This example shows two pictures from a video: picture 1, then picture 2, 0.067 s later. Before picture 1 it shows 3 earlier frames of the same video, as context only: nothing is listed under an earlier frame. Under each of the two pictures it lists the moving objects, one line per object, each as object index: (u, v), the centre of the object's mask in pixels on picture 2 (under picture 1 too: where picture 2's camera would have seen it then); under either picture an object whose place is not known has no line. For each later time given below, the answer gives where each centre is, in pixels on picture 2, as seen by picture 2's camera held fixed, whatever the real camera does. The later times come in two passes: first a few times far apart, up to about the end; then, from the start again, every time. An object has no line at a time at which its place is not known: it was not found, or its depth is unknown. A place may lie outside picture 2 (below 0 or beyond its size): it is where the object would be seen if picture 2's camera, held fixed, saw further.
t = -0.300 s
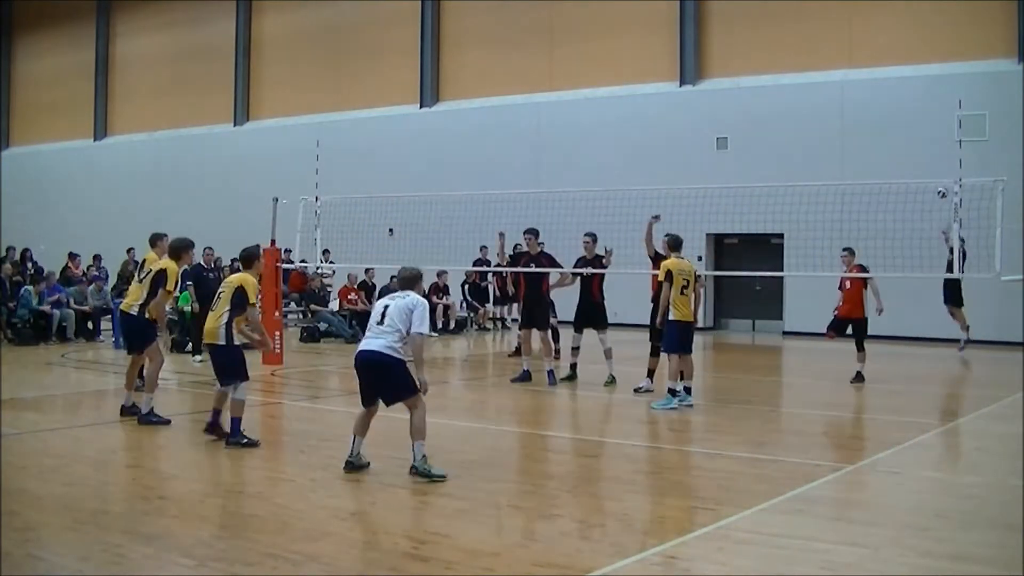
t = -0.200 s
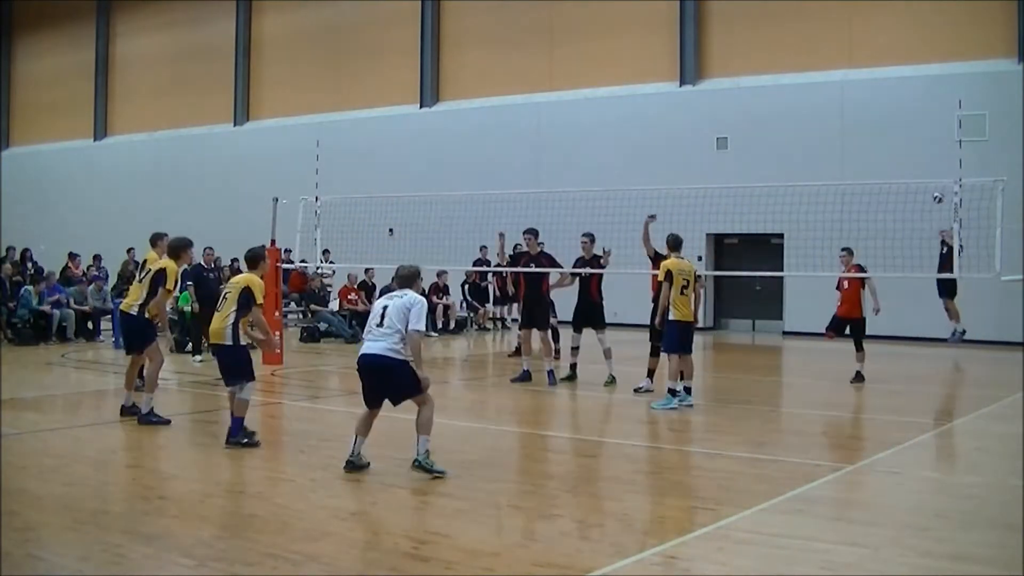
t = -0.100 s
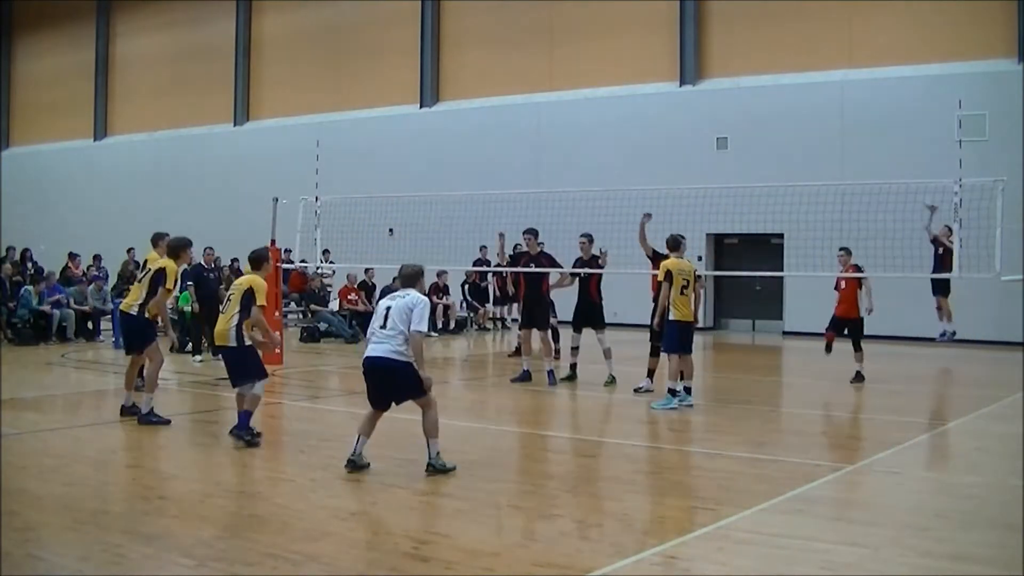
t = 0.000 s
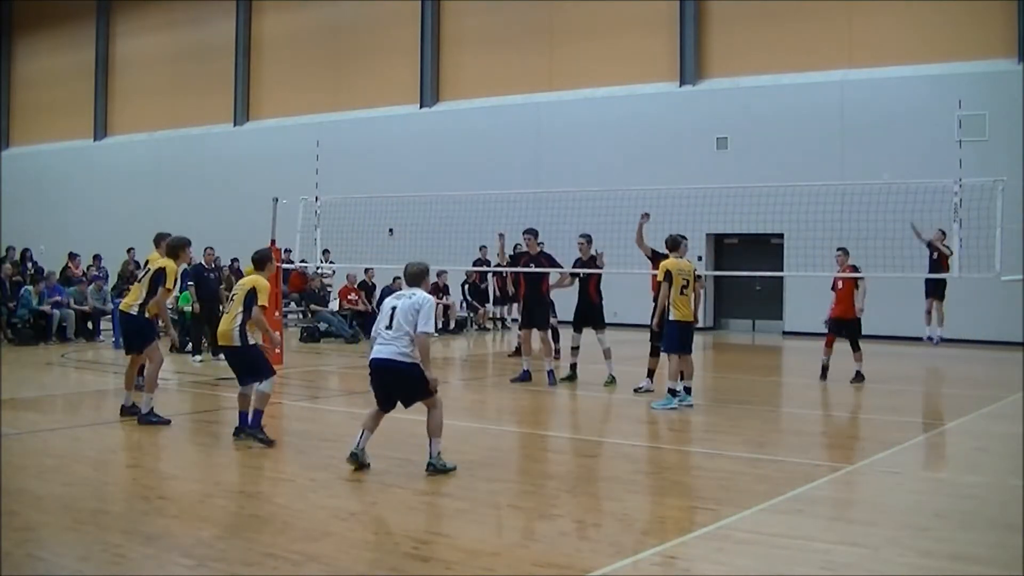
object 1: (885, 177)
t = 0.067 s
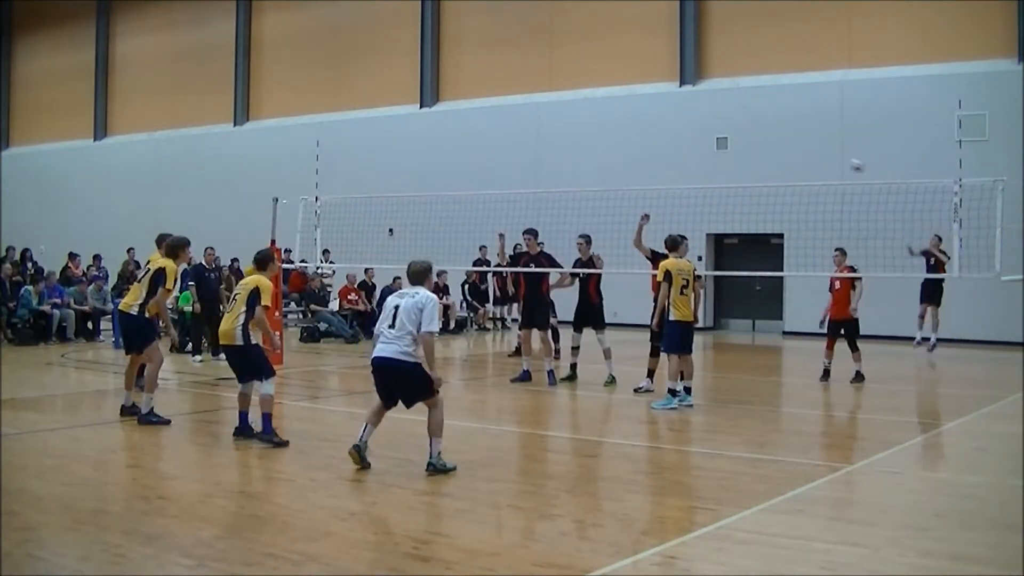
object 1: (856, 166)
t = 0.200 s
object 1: (789, 141)
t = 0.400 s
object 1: (671, 118)
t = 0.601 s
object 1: (531, 123)
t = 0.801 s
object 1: (370, 163)
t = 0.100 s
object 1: (839, 159)
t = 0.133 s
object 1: (823, 152)
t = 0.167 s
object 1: (806, 147)
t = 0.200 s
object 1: (789, 141)
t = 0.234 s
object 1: (769, 136)
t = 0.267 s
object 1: (751, 130)
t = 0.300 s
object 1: (731, 127)
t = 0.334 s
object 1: (712, 123)
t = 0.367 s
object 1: (691, 120)
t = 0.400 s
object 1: (671, 118)
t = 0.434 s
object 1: (649, 117)
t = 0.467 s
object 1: (626, 116)
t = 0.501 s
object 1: (603, 117)
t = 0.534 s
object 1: (581, 118)
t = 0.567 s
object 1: (557, 120)
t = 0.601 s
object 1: (531, 123)
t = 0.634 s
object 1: (505, 127)
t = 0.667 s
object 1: (479, 132)
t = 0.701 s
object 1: (453, 139)
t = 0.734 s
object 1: (426, 146)
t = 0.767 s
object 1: (398, 153)
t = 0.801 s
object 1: (370, 163)
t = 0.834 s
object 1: (340, 174)
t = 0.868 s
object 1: (311, 187)
